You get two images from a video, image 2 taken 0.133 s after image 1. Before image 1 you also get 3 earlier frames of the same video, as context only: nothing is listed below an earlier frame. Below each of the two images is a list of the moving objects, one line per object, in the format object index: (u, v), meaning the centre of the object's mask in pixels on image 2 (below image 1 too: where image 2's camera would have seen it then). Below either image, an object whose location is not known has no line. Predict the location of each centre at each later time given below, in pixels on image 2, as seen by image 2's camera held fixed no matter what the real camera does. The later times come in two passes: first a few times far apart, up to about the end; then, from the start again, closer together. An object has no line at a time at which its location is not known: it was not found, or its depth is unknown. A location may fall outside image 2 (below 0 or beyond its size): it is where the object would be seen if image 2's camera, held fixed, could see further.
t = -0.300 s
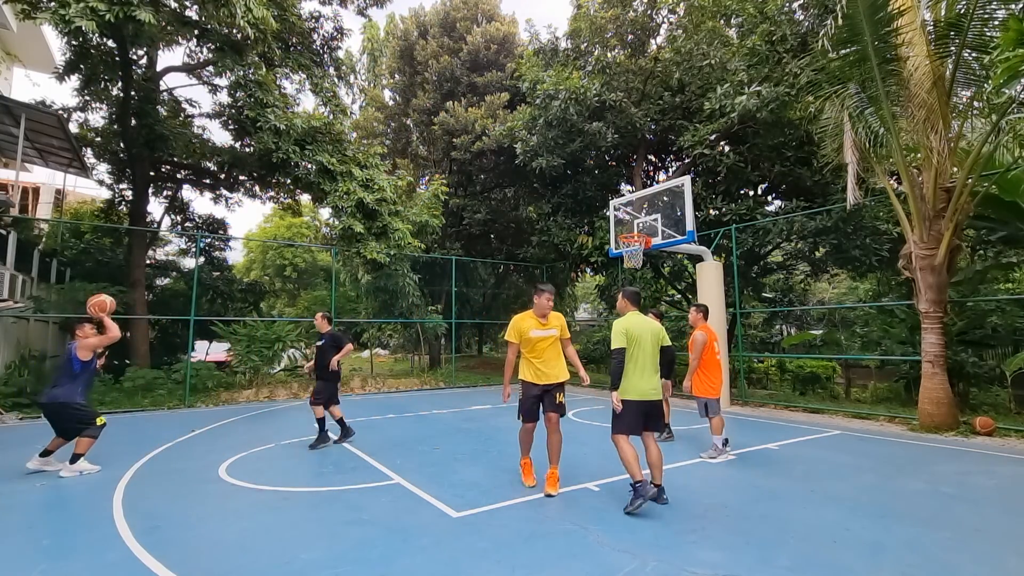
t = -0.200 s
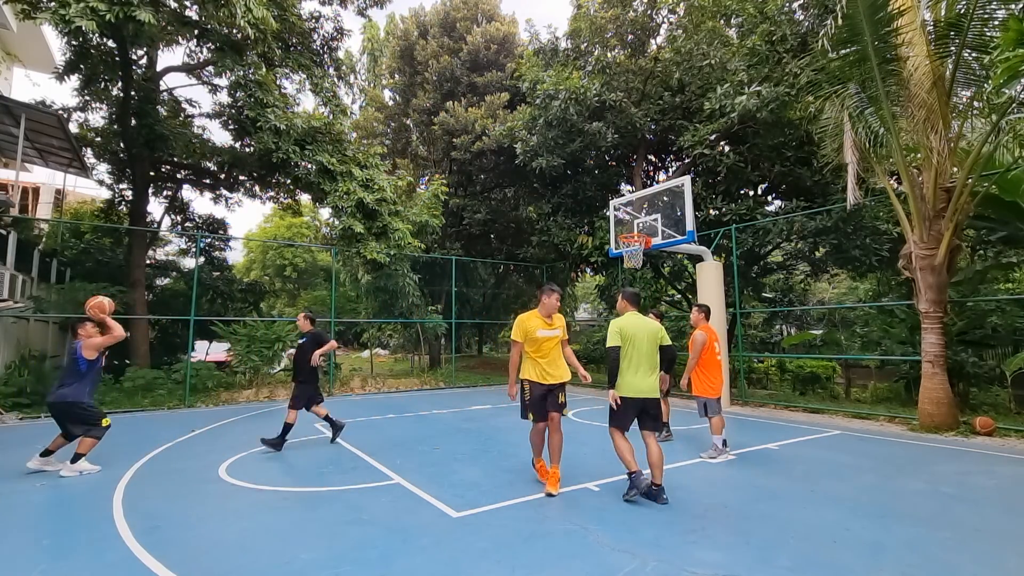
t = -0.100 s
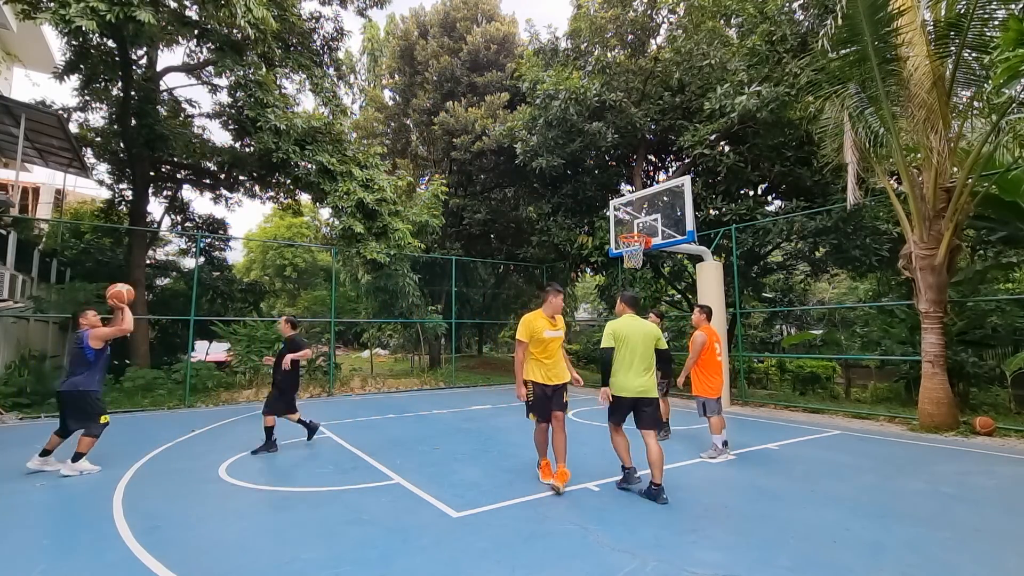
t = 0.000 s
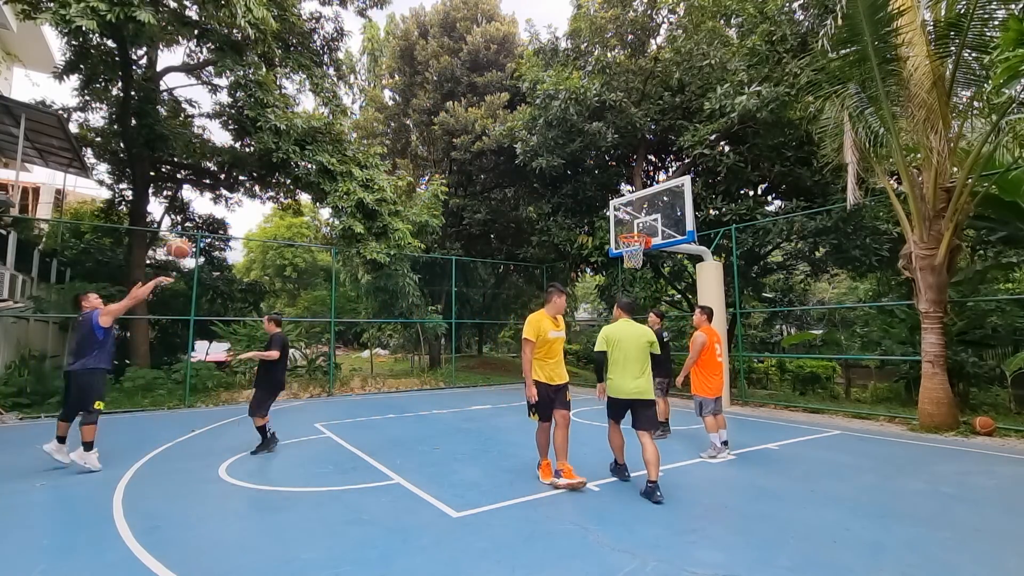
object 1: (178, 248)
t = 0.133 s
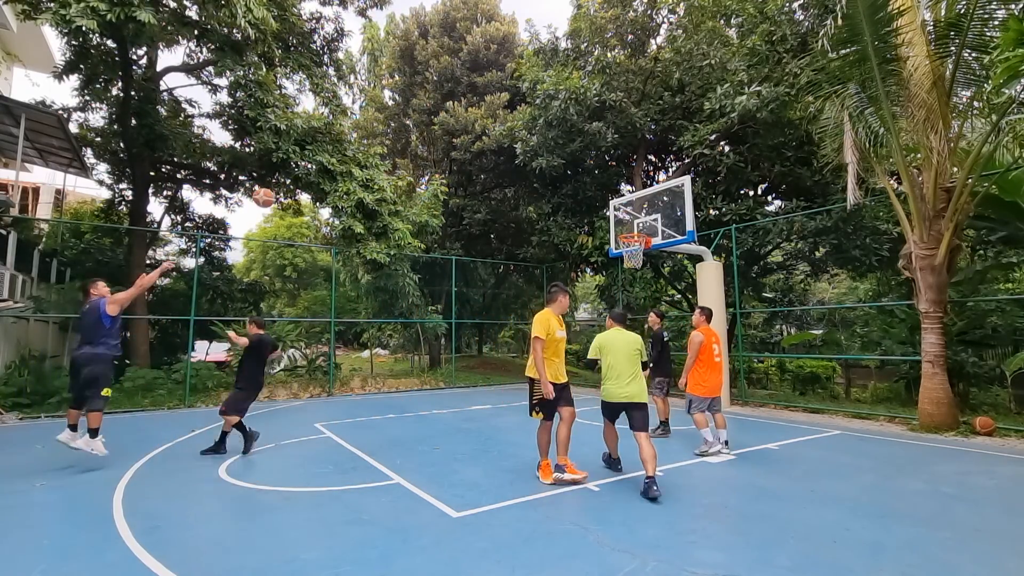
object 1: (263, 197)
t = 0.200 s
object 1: (301, 180)
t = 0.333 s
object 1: (370, 157)
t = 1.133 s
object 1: (638, 238)
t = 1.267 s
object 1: (630, 251)
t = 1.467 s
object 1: (642, 254)
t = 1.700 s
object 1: (637, 267)
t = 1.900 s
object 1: (627, 297)
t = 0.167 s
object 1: (283, 188)
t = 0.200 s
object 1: (301, 180)
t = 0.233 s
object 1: (319, 173)
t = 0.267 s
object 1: (337, 167)
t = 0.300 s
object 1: (353, 161)
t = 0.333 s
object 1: (370, 157)
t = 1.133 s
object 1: (638, 238)
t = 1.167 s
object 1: (626, 242)
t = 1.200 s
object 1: (627, 246)
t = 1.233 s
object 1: (629, 250)
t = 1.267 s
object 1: (630, 251)
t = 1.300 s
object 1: (629, 252)
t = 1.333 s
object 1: (632, 254)
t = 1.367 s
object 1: (634, 253)
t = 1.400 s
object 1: (638, 253)
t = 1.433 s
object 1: (639, 253)
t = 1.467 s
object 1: (642, 254)
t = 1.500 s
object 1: (643, 254)
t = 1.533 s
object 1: (643, 256)
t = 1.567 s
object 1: (642, 260)
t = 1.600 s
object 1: (643, 261)
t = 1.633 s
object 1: (642, 262)
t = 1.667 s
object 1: (640, 266)
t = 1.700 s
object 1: (637, 267)
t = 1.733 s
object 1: (635, 270)
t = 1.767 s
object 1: (633, 274)
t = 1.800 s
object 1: (632, 279)
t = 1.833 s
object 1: (630, 285)
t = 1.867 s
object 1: (628, 290)
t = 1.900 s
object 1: (627, 297)
